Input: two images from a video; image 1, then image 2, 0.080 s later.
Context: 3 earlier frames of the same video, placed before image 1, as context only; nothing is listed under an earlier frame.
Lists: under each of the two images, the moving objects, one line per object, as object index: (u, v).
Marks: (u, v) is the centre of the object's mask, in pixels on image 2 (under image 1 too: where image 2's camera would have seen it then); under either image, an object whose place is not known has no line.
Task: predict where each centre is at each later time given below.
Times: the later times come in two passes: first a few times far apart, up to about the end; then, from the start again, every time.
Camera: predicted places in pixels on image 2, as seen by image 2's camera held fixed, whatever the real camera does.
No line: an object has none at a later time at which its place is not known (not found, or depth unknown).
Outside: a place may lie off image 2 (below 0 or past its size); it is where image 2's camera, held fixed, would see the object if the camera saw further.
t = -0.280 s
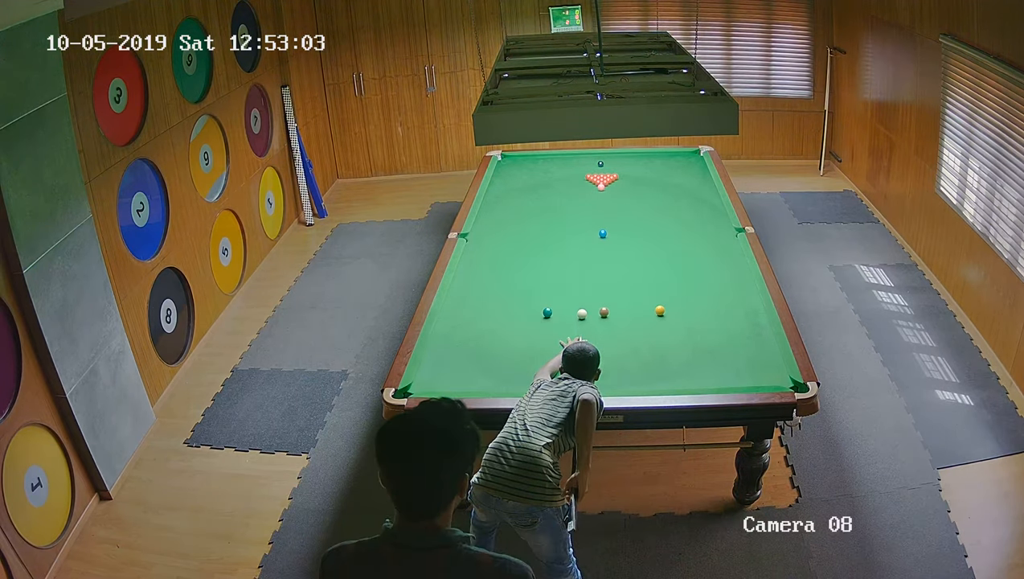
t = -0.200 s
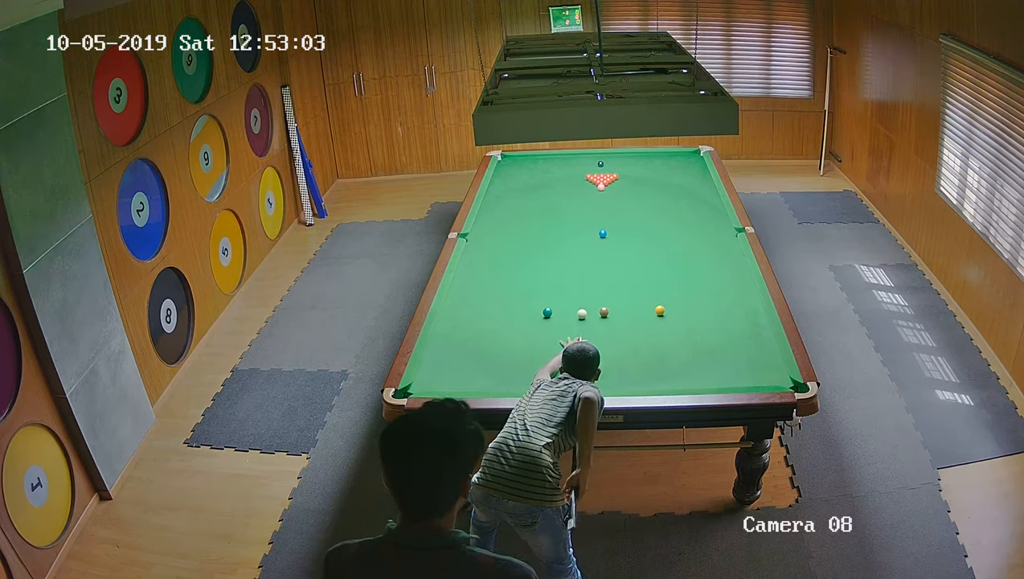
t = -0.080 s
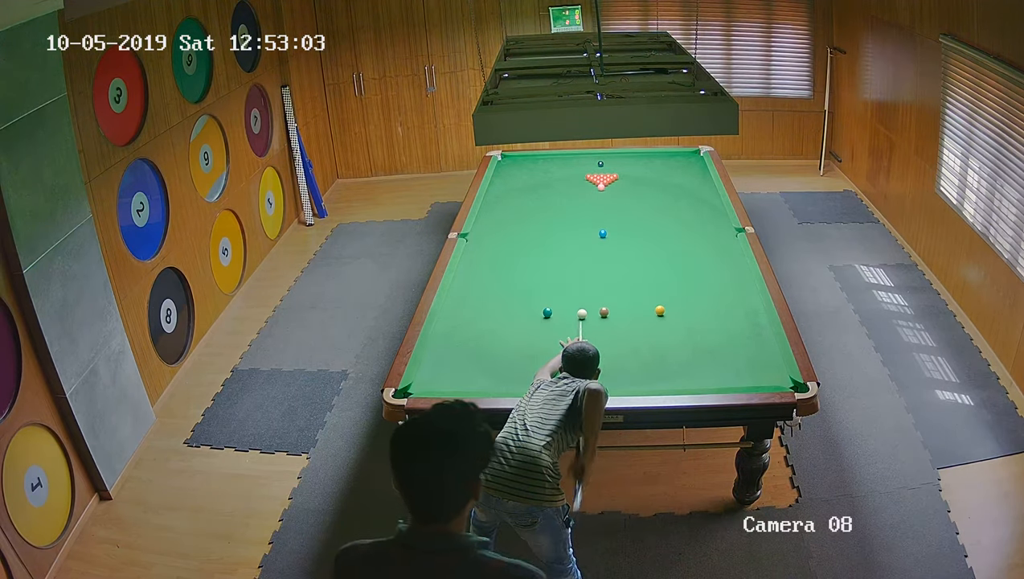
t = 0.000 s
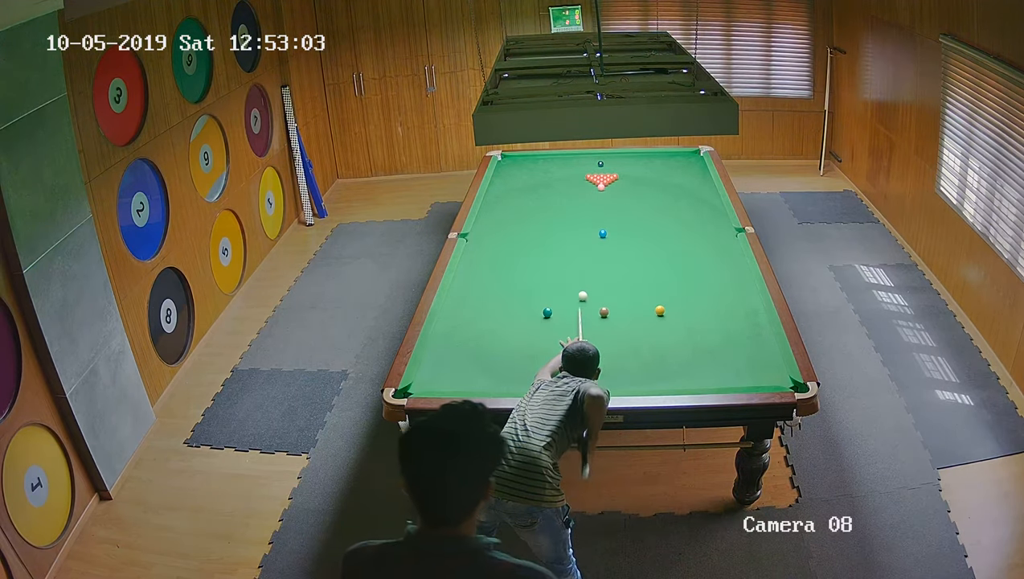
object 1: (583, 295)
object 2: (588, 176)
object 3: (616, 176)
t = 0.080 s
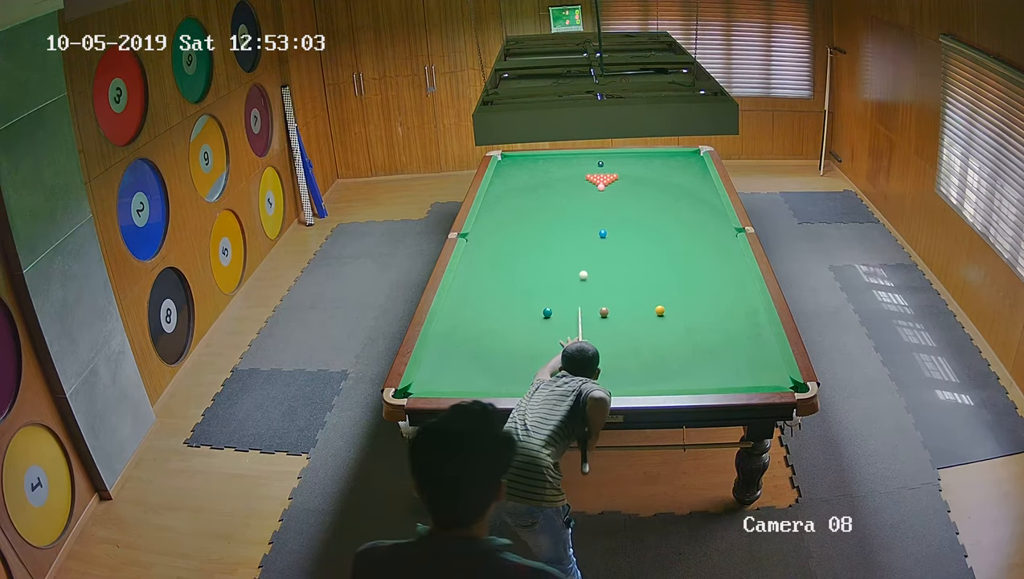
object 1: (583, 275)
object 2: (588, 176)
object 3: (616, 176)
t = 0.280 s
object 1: (584, 235)
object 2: (588, 176)
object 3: (616, 176)
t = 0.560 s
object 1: (584, 199)
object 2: (588, 176)
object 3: (615, 176)
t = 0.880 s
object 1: (568, 172)
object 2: (588, 173)
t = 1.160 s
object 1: (540, 158)
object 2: (585, 166)
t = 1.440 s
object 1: (507, 163)
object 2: (582, 161)
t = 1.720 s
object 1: (513, 172)
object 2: (579, 156)
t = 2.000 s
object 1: (531, 182)
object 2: (577, 154)
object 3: (704, 176)
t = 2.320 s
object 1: (554, 193)
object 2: (574, 157)
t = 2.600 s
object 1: (574, 204)
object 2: (571, 160)
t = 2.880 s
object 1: (595, 215)
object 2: (569, 162)
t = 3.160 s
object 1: (617, 226)
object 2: (567, 164)
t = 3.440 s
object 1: (640, 238)
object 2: (565, 166)
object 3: (648, 178)
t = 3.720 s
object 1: (663, 251)
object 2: (564, 167)
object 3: (640, 179)
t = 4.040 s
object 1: (690, 266)
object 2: (563, 168)
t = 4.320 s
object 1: (715, 280)
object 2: (562, 168)
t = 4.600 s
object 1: (739, 295)
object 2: (561, 169)
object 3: (621, 180)
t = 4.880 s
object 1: (757, 309)
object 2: (561, 169)
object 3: (618, 180)
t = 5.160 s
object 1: (752, 321)
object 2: (561, 169)
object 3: (617, 180)
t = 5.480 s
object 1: (745, 336)
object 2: (561, 169)
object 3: (615, 180)
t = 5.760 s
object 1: (739, 348)
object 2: (561, 169)
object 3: (615, 179)
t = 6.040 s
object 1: (734, 360)
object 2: (560, 170)
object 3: (615, 180)
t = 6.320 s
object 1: (729, 372)
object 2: (560, 170)
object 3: (615, 180)
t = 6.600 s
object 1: (723, 382)
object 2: (560, 170)
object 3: (615, 180)
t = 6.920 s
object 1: (718, 380)
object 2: (560, 170)
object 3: (615, 180)
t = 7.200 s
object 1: (713, 374)
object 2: (560, 170)
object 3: (614, 180)
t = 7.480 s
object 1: (709, 369)
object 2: (559, 170)
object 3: (615, 180)
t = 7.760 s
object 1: (706, 366)
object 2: (559, 170)
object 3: (615, 180)
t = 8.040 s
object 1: (704, 363)
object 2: (559, 170)
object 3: (615, 180)
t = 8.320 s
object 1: (704, 361)
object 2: (559, 170)
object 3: (615, 180)
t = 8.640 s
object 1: (703, 360)
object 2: (560, 170)
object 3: (615, 180)
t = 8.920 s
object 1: (703, 360)
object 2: (560, 170)
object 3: (615, 180)
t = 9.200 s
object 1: (703, 360)
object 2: (559, 170)
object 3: (615, 180)
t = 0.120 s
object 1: (583, 265)
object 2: (588, 176)
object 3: (616, 176)
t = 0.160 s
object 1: (583, 257)
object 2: (588, 176)
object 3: (616, 176)
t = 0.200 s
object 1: (584, 249)
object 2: (588, 176)
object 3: (616, 176)
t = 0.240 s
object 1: (584, 242)
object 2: (588, 176)
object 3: (616, 176)
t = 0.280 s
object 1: (584, 235)
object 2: (588, 176)
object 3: (616, 176)
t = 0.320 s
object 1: (584, 229)
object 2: (588, 176)
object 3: (616, 176)
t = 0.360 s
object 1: (584, 223)
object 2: (588, 176)
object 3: (616, 176)
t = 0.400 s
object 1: (584, 218)
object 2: (588, 176)
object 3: (616, 176)
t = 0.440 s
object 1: (584, 213)
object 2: (588, 176)
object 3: (616, 176)
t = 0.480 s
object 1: (584, 208)
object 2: (588, 176)
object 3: (616, 176)
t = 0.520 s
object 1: (584, 203)
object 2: (588, 176)
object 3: (615, 176)
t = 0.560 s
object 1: (584, 199)
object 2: (588, 176)
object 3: (615, 176)
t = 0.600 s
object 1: (584, 194)
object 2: (588, 176)
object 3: (615, 176)
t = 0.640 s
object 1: (583, 190)
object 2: (588, 176)
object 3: (615, 176)
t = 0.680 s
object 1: (583, 186)
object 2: (588, 176)
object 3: (615, 176)
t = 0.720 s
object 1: (583, 182)
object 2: (588, 176)
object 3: (615, 176)
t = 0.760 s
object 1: (583, 178)
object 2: (588, 175)
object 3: (616, 176)
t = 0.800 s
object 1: (577, 176)
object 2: (588, 174)
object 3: (620, 176)
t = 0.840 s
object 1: (572, 174)
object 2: (588, 173)
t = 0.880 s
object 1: (568, 172)
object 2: (588, 173)
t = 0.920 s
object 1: (564, 170)
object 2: (588, 172)
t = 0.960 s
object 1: (559, 168)
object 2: (587, 171)
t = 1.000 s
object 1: (555, 166)
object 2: (587, 170)
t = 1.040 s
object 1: (552, 164)
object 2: (586, 169)
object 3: (641, 176)
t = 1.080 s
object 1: (548, 162)
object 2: (585, 167)
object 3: (645, 176)
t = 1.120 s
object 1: (544, 160)
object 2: (585, 167)
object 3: (648, 176)
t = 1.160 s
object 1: (540, 158)
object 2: (585, 166)
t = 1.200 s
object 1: (537, 156)
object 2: (584, 165)
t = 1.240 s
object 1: (533, 155)
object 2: (584, 165)
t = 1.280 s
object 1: (527, 157)
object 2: (584, 164)
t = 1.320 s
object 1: (522, 158)
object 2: (583, 163)
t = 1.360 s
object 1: (517, 160)
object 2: (582, 163)
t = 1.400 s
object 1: (512, 162)
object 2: (582, 162)
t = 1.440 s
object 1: (507, 163)
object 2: (582, 161)
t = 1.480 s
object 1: (501, 165)
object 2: (582, 161)
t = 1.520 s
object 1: (499, 166)
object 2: (581, 160)
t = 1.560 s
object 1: (502, 168)
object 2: (581, 159)
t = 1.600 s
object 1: (505, 169)
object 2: (580, 158)
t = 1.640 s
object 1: (508, 170)
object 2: (579, 157)
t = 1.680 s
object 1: (510, 171)
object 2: (579, 157)
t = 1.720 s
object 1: (513, 172)
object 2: (579, 156)
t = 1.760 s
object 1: (516, 174)
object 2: (578, 156)
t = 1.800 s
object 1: (518, 175)
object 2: (578, 155)
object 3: (702, 176)
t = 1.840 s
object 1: (521, 176)
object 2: (578, 155)
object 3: (705, 177)
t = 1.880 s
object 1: (523, 178)
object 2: (578, 154)
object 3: (708, 176)
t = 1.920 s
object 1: (526, 179)
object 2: (577, 154)
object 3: (707, 176)
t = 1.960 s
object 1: (529, 180)
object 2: (577, 154)
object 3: (706, 176)
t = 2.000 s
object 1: (531, 182)
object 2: (577, 154)
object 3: (704, 176)
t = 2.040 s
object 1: (534, 183)
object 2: (577, 155)
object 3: (701, 177)
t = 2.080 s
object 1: (537, 185)
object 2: (575, 155)
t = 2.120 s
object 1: (540, 186)
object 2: (575, 156)
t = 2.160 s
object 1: (543, 187)
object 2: (575, 156)
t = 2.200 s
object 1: (545, 189)
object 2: (575, 156)
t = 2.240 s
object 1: (548, 190)
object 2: (575, 156)
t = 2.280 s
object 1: (551, 192)
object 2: (574, 157)
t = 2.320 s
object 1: (554, 193)
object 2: (574, 157)
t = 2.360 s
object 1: (557, 194)
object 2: (573, 157)
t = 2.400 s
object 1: (559, 196)
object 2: (573, 158)
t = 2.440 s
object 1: (562, 198)
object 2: (573, 158)
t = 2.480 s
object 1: (565, 199)
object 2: (573, 159)
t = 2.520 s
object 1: (568, 200)
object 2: (572, 159)
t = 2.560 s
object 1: (571, 202)
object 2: (571, 159)
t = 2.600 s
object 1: (574, 204)
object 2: (571, 160)
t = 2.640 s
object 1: (577, 205)
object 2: (571, 160)
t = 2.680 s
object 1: (580, 207)
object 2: (571, 161)
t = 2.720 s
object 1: (583, 208)
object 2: (570, 161)
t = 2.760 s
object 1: (586, 210)
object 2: (570, 161)
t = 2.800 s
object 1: (589, 211)
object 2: (570, 161)
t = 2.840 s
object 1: (592, 213)
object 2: (570, 162)
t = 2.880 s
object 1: (595, 215)
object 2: (569, 162)
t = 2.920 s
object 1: (598, 216)
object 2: (568, 163)
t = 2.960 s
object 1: (601, 218)
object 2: (568, 163)
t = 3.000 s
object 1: (604, 220)
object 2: (568, 163)
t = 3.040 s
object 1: (608, 221)
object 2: (568, 163)
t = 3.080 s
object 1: (611, 223)
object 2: (567, 164)
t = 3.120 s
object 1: (614, 225)
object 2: (567, 164)
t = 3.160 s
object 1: (617, 226)
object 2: (567, 164)
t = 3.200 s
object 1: (620, 228)
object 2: (567, 164)
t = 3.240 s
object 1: (624, 230)
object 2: (566, 165)
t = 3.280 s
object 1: (627, 231)
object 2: (566, 165)
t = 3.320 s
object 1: (630, 233)
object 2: (566, 166)
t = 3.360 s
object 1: (633, 235)
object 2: (566, 166)
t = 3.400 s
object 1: (637, 237)
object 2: (565, 166)
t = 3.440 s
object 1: (640, 238)
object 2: (565, 166)
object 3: (648, 178)
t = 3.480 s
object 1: (643, 240)
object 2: (565, 166)
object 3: (647, 178)
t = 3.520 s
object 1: (646, 242)
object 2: (565, 166)
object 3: (646, 179)
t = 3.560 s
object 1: (650, 244)
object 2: (565, 167)
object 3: (645, 179)
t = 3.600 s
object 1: (653, 246)
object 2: (565, 166)
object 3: (644, 178)
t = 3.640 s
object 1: (656, 248)
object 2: (564, 167)
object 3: (642, 179)
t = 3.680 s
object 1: (660, 249)
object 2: (564, 167)
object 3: (641, 179)
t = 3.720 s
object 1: (663, 251)
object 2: (564, 167)
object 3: (640, 179)
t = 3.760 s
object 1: (666, 253)
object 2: (563, 167)
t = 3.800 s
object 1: (670, 255)
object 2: (563, 167)
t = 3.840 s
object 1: (673, 257)
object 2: (563, 168)
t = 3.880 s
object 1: (677, 259)
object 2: (563, 168)
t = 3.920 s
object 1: (680, 261)
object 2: (563, 168)
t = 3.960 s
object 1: (684, 263)
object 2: (563, 168)
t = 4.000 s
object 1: (687, 265)
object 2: (563, 168)
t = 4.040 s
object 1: (690, 266)
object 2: (563, 168)
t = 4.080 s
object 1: (694, 269)
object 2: (562, 168)
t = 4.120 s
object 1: (698, 270)
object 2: (563, 168)
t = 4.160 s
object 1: (701, 273)
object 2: (562, 168)
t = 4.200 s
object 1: (704, 274)
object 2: (562, 168)
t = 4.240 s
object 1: (708, 276)
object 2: (562, 168)
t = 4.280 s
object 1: (711, 278)
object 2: (562, 168)
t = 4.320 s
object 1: (715, 280)
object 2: (562, 168)
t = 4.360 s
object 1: (718, 282)
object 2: (562, 169)
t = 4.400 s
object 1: (722, 284)
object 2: (562, 169)
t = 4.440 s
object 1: (725, 286)
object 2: (562, 169)
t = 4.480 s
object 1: (729, 289)
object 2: (561, 169)
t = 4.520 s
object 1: (732, 291)
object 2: (561, 169)
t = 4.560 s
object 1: (736, 293)
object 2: (561, 169)
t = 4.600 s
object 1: (739, 295)
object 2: (561, 169)
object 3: (621, 180)
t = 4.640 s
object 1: (743, 297)
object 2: (561, 169)
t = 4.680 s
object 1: (747, 299)
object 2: (561, 169)
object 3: (620, 179)
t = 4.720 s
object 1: (751, 301)
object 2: (561, 169)
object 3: (620, 179)
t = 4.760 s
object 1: (754, 303)
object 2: (561, 169)
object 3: (619, 179)
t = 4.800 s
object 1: (758, 305)
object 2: (561, 169)
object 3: (619, 179)
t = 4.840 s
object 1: (758, 307)
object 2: (561, 169)
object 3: (619, 180)
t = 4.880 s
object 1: (757, 309)
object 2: (561, 169)
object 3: (618, 180)
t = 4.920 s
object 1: (756, 311)
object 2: (561, 169)
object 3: (618, 179)
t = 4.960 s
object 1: (756, 312)
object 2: (561, 169)
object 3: (618, 179)
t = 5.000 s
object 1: (755, 314)
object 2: (561, 169)
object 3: (618, 180)
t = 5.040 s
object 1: (754, 316)
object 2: (561, 169)
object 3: (617, 180)
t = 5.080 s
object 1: (753, 318)
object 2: (561, 169)
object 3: (617, 180)
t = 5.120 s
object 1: (752, 319)
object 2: (561, 169)
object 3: (617, 180)
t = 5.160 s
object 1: (752, 321)
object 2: (561, 169)
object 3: (617, 180)
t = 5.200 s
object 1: (751, 323)
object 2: (561, 169)
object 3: (617, 180)
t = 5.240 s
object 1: (750, 325)
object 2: (561, 169)
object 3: (616, 180)
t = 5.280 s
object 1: (749, 327)
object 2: (561, 169)
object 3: (616, 180)
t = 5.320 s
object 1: (748, 329)
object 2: (561, 169)
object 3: (616, 180)
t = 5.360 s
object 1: (747, 330)
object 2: (561, 169)
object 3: (616, 180)
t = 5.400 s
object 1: (747, 332)
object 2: (561, 169)
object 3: (616, 179)
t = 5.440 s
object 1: (746, 334)
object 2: (561, 169)
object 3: (616, 180)
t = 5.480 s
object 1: (745, 336)
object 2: (561, 169)
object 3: (615, 180)
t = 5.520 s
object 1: (744, 337)
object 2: (561, 169)
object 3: (615, 179)
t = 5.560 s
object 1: (743, 339)
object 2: (561, 169)
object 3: (615, 179)
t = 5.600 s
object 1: (743, 341)
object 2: (561, 169)
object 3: (615, 179)
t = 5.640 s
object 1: (742, 342)
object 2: (561, 169)
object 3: (615, 179)
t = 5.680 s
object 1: (741, 344)
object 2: (561, 169)
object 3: (615, 179)
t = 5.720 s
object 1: (740, 346)
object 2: (561, 169)
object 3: (615, 179)
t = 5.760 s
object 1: (739, 348)
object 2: (561, 169)
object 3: (615, 179)
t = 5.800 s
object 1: (738, 350)
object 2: (561, 169)
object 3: (615, 179)
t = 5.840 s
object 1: (738, 351)
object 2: (561, 169)
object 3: (615, 179)
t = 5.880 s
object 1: (737, 353)
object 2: (561, 169)
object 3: (615, 179)
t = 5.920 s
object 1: (736, 355)
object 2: (561, 169)
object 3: (615, 179)
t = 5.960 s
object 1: (736, 356)
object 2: (560, 170)
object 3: (615, 180)
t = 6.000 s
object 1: (735, 358)
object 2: (559, 170)
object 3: (615, 180)
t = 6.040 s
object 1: (734, 360)
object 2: (560, 170)
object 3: (615, 180)
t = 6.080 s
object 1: (733, 362)
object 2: (560, 170)
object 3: (615, 180)
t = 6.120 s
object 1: (732, 363)
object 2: (560, 170)
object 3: (615, 180)
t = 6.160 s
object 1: (732, 365)
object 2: (560, 170)
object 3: (615, 180)
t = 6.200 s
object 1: (731, 367)
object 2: (560, 170)
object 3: (615, 180)
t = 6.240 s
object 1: (730, 368)
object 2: (560, 170)
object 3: (615, 180)
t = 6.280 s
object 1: (729, 370)
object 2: (560, 170)
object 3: (615, 180)
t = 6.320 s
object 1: (729, 372)
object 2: (560, 170)
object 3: (615, 180)
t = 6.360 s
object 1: (728, 374)
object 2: (560, 170)
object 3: (615, 180)
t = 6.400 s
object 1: (727, 375)
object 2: (560, 170)
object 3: (615, 180)
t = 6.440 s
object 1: (726, 377)
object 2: (560, 170)
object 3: (615, 180)
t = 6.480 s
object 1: (726, 379)
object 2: (560, 170)
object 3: (615, 180)
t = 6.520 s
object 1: (725, 380)
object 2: (560, 170)
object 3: (615, 180)
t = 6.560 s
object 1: (724, 381)
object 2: (560, 170)
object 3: (615, 180)
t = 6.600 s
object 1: (723, 382)
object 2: (560, 170)
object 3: (615, 180)
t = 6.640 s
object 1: (723, 383)
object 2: (560, 170)
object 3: (614, 180)
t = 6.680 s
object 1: (722, 383)
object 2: (560, 170)
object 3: (615, 180)
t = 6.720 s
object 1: (721, 382)
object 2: (560, 170)
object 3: (615, 180)
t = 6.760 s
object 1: (720, 382)
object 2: (560, 170)
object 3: (614, 180)
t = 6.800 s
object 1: (720, 382)
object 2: (559, 170)
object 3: (614, 180)
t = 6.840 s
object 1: (719, 381)
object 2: (560, 170)
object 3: (615, 180)
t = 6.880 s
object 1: (718, 381)
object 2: (559, 170)
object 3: (615, 180)
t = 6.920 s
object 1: (718, 380)
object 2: (560, 170)
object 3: (615, 180)
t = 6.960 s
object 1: (717, 379)
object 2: (560, 170)
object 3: (615, 180)
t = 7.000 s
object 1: (716, 378)
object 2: (560, 170)
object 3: (615, 180)
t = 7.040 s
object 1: (715, 377)
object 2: (560, 170)
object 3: (615, 180)
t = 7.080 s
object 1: (715, 376)
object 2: (560, 170)
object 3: (615, 180)
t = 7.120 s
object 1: (714, 376)
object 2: (560, 170)
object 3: (614, 180)
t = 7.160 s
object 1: (713, 375)
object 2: (560, 170)
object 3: (614, 180)
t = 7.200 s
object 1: (713, 374)
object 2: (560, 170)
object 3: (614, 180)
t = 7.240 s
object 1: (712, 373)
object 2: (560, 170)
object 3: (615, 180)
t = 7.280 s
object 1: (712, 373)
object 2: (560, 170)
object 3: (615, 180)
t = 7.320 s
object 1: (711, 372)
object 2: (560, 170)
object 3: (615, 180)
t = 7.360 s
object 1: (711, 371)
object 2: (560, 170)
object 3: (615, 180)
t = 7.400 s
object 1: (710, 371)
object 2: (559, 170)
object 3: (615, 180)
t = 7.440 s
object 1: (709, 370)
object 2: (560, 170)
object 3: (615, 180)
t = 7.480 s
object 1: (709, 369)
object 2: (559, 170)
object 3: (615, 180)
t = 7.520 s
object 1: (708, 369)
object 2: (560, 170)
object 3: (615, 180)
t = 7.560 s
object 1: (708, 368)
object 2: (559, 170)
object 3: (615, 180)
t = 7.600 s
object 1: (708, 368)
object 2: (560, 170)
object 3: (615, 180)
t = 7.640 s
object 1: (707, 367)
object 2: (559, 170)
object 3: (615, 180)
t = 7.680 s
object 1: (707, 367)
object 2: (559, 170)
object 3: (615, 180)
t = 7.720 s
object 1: (706, 366)
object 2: (559, 170)
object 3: (615, 180)
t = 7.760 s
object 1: (706, 366)
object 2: (559, 170)
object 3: (615, 180)
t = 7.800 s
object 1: (706, 365)
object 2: (559, 170)
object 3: (615, 180)
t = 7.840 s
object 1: (706, 365)
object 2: (559, 170)
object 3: (615, 180)
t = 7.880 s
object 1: (705, 364)
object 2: (559, 170)
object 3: (615, 180)
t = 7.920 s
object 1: (705, 364)
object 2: (559, 170)
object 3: (615, 180)
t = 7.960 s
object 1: (704, 364)
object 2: (559, 170)
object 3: (615, 180)
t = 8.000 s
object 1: (704, 363)
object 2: (559, 170)
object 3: (615, 180)
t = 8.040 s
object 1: (704, 363)
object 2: (559, 170)
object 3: (615, 180)
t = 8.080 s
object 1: (704, 363)
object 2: (559, 170)
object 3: (615, 180)
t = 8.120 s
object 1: (704, 362)
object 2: (559, 170)
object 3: (615, 180)
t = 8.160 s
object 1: (704, 362)
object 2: (559, 170)
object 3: (615, 180)
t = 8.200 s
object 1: (704, 362)
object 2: (559, 170)
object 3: (615, 180)
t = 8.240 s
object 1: (704, 361)
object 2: (559, 170)
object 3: (615, 180)
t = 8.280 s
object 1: (704, 361)
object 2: (559, 170)
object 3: (615, 180)
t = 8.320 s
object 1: (704, 361)
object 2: (559, 170)
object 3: (615, 180)
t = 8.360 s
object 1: (704, 361)
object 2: (559, 170)
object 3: (615, 180)
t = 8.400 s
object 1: (703, 361)
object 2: (559, 170)
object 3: (615, 180)
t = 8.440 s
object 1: (703, 361)
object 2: (559, 170)
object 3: (615, 180)
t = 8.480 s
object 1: (703, 360)
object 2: (559, 170)
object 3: (615, 180)
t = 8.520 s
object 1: (703, 360)
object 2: (559, 170)
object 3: (615, 180)
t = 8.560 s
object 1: (703, 360)
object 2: (560, 170)
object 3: (615, 180)
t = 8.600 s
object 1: (703, 360)
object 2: (559, 170)
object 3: (615, 180)
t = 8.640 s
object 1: (703, 360)
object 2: (560, 170)
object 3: (615, 180)
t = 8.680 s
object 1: (703, 360)
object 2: (559, 170)
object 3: (615, 180)
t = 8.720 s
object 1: (703, 360)
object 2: (560, 170)
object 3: (615, 180)
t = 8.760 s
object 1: (703, 360)
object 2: (559, 170)
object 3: (615, 180)
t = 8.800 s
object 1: (703, 360)
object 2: (560, 170)
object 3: (615, 180)
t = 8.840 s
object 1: (703, 360)
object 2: (559, 170)
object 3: (615, 180)
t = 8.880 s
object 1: (703, 360)
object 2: (559, 170)
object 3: (615, 180)
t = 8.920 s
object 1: (703, 360)
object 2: (560, 170)
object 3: (615, 180)
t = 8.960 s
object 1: (703, 360)
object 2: (559, 170)
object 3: (615, 180)
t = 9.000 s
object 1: (703, 360)
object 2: (560, 170)
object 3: (615, 180)
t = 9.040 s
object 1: (703, 360)
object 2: (559, 170)
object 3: (615, 180)
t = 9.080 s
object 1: (703, 360)
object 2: (560, 170)
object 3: (615, 180)
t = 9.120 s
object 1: (703, 360)
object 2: (559, 170)
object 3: (615, 179)
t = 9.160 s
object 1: (703, 360)
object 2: (560, 170)
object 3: (615, 180)
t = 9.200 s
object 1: (703, 360)
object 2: (559, 170)
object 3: (615, 180)
